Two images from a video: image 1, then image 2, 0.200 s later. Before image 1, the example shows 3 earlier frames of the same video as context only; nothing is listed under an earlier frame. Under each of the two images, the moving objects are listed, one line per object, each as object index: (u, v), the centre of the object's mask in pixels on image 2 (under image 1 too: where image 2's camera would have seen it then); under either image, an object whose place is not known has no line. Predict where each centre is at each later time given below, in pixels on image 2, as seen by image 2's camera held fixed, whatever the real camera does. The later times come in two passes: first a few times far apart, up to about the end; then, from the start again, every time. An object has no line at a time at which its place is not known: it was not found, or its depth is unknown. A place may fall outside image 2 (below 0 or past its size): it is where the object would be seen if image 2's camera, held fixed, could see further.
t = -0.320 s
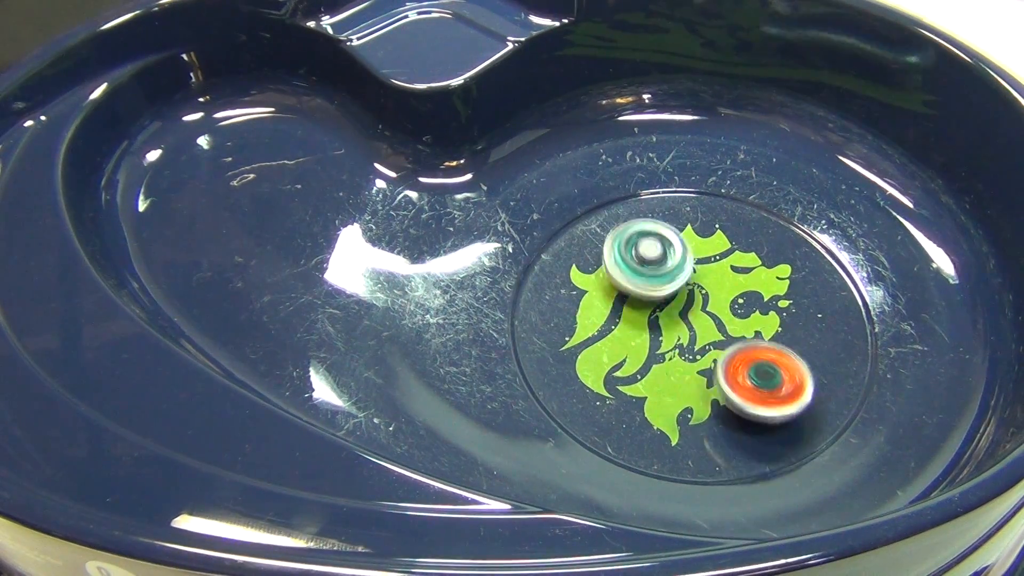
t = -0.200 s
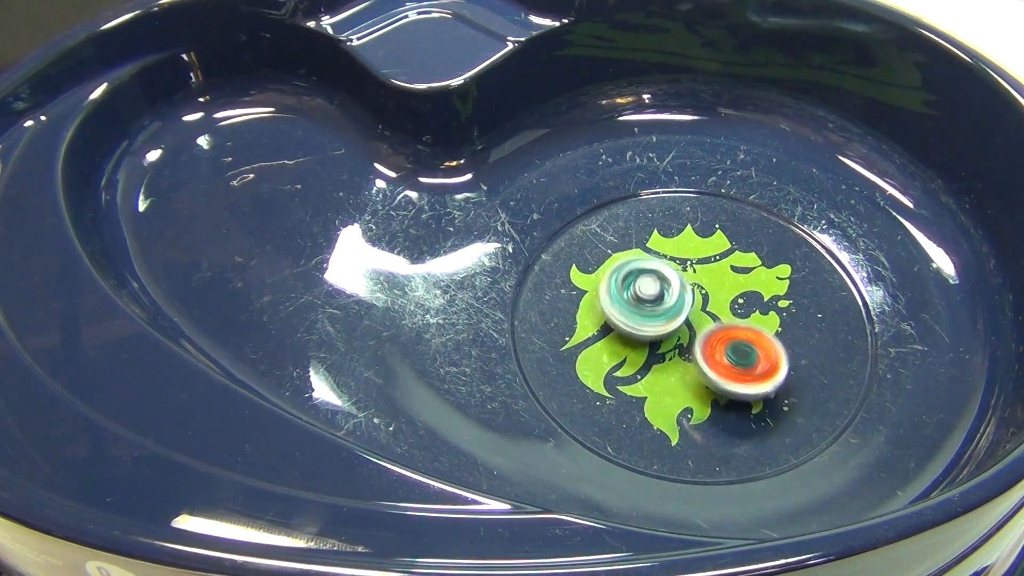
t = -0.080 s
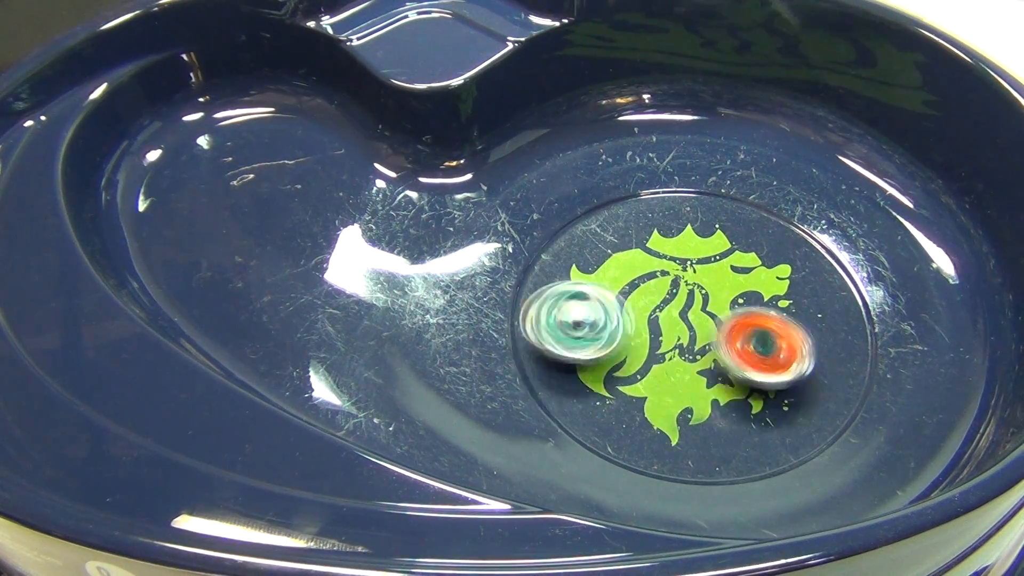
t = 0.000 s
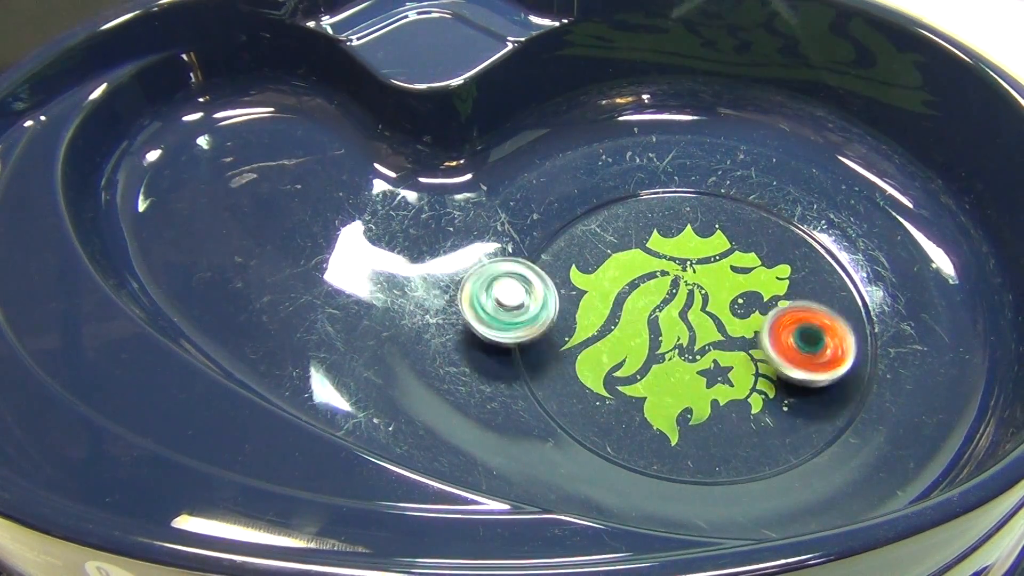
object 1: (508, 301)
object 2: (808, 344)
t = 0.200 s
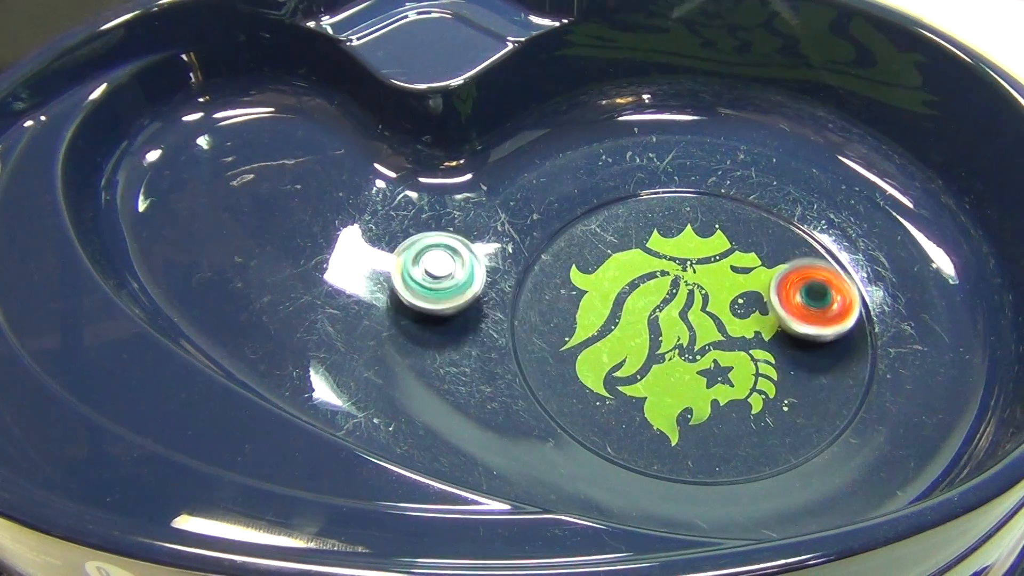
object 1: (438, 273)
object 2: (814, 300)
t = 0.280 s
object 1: (436, 259)
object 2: (810, 284)
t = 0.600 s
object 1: (555, 292)
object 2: (772, 240)
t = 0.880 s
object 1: (639, 400)
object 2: (722, 233)
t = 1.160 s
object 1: (611, 413)
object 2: (669, 250)
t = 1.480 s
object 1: (708, 342)
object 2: (618, 285)
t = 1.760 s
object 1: (824, 372)
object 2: (594, 319)
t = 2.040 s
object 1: (736, 373)
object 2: (598, 343)
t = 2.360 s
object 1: (705, 242)
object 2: (628, 351)
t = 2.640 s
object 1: (788, 259)
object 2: (669, 342)
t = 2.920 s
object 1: (792, 301)
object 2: (603, 365)
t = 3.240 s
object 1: (719, 301)
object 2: (606, 380)
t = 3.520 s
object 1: (671, 257)
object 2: (630, 363)
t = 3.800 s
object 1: (678, 258)
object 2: (661, 339)
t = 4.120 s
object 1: (690, 242)
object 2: (702, 381)
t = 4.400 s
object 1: (741, 196)
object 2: (765, 444)
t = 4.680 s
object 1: (710, 291)
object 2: (772, 430)
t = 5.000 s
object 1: (540, 284)
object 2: (736, 380)
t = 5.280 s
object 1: (594, 241)
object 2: (702, 320)
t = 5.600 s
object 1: (576, 260)
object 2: (811, 313)
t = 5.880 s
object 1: (568, 255)
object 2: (851, 292)
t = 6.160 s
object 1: (564, 319)
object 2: (834, 318)
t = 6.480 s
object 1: (565, 336)
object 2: (758, 358)
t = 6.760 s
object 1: (509, 295)
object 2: (859, 382)
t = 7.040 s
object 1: (515, 257)
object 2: (849, 325)
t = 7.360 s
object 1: (664, 321)
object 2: (803, 276)
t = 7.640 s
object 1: (691, 436)
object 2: (753, 245)
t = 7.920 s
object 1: (625, 398)
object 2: (707, 225)
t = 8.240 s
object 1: (727, 294)
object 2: (664, 221)
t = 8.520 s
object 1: (840, 320)
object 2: (635, 237)
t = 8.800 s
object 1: (718, 340)
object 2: (614, 265)
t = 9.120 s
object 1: (714, 296)
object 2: (529, 272)
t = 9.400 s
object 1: (709, 285)
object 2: (528, 287)
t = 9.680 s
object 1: (684, 292)
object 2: (569, 297)
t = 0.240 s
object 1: (433, 267)
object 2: (812, 292)
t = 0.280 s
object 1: (436, 259)
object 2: (810, 284)
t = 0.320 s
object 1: (445, 251)
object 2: (807, 277)
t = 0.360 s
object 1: (461, 249)
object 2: (804, 270)
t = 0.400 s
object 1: (480, 252)
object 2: (800, 263)
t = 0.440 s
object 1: (495, 258)
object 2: (795, 257)
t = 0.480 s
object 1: (511, 267)
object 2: (790, 252)
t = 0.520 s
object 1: (524, 274)
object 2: (784, 247)
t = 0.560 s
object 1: (539, 282)
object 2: (779, 243)
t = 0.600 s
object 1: (555, 292)
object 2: (772, 240)
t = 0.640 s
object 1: (573, 303)
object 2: (765, 237)
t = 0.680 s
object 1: (589, 317)
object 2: (759, 235)
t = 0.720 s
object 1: (606, 333)
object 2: (752, 233)
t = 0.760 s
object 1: (619, 350)
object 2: (744, 232)
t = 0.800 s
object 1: (629, 367)
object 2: (737, 232)
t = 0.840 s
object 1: (637, 384)
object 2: (730, 232)
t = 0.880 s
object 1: (639, 400)
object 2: (722, 233)
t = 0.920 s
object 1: (638, 415)
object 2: (714, 234)
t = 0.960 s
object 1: (632, 426)
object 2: (706, 236)
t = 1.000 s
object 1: (623, 434)
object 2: (699, 238)
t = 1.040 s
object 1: (616, 432)
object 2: (691, 241)
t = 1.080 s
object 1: (613, 427)
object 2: (684, 244)
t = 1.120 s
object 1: (611, 420)
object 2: (676, 247)
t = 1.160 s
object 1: (611, 413)
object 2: (669, 250)
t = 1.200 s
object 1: (613, 405)
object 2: (662, 254)
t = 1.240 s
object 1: (618, 394)
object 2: (655, 258)
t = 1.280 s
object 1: (626, 384)
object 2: (648, 262)
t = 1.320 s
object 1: (637, 373)
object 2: (641, 267)
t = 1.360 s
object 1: (650, 364)
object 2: (635, 272)
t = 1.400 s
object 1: (668, 355)
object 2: (629, 276)
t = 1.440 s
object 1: (687, 347)
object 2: (624, 281)
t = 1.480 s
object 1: (708, 342)
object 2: (618, 285)
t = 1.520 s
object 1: (729, 338)
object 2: (613, 290)
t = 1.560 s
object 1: (751, 337)
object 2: (609, 295)
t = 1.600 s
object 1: (772, 339)
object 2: (605, 300)
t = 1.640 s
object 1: (790, 344)
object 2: (601, 305)
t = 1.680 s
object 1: (806, 351)
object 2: (598, 310)
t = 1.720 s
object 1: (818, 361)
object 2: (596, 315)
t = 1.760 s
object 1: (824, 372)
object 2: (594, 319)
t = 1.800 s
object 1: (822, 381)
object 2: (593, 323)
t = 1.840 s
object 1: (815, 390)
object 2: (593, 328)
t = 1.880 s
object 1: (805, 394)
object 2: (593, 331)
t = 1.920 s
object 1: (790, 395)
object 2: (593, 334)
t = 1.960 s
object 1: (772, 390)
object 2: (594, 337)
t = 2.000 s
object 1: (754, 383)
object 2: (596, 340)
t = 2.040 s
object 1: (736, 373)
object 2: (598, 343)
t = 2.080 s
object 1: (719, 358)
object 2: (600, 345)
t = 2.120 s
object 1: (704, 340)
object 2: (604, 347)
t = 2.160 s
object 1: (696, 323)
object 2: (607, 348)
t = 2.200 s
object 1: (690, 304)
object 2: (610, 349)
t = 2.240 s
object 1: (689, 287)
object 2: (614, 350)
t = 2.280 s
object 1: (691, 270)
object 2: (617, 351)
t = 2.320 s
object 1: (696, 254)
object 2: (622, 351)
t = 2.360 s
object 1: (705, 242)
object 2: (628, 351)
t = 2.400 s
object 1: (717, 232)
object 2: (633, 351)
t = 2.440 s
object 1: (732, 226)
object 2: (639, 350)
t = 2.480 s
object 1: (747, 224)
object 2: (645, 349)
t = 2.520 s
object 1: (763, 225)
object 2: (651, 348)
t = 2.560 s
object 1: (776, 233)
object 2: (657, 346)
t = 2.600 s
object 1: (785, 244)
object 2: (663, 344)
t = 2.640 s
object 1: (788, 259)
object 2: (669, 342)
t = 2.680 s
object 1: (786, 275)
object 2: (675, 340)
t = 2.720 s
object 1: (777, 290)
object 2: (680, 337)
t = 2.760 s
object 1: (770, 301)
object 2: (677, 339)
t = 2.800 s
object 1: (786, 298)
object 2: (645, 349)
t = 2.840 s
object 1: (793, 297)
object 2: (622, 356)
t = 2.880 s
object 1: (794, 298)
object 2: (607, 361)
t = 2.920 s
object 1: (792, 301)
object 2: (603, 365)
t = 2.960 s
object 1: (789, 303)
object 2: (601, 368)
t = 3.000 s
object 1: (784, 305)
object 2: (600, 372)
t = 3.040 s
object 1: (778, 306)
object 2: (600, 375)
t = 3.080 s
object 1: (768, 307)
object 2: (601, 377)
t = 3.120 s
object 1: (758, 308)
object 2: (601, 378)
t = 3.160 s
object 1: (747, 307)
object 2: (602, 379)
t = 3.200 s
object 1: (733, 305)
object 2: (604, 380)
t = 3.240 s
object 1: (719, 301)
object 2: (606, 380)
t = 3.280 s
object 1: (707, 296)
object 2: (608, 379)
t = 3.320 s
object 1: (696, 290)
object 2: (611, 378)
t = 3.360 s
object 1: (687, 284)
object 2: (614, 376)
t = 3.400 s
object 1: (680, 276)
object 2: (617, 373)
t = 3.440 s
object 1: (676, 269)
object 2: (621, 370)
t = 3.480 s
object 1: (672, 262)
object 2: (626, 367)
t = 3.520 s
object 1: (671, 257)
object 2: (630, 363)
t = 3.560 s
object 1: (670, 254)
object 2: (635, 359)
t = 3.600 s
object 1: (671, 253)
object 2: (639, 354)
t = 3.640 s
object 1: (672, 253)
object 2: (644, 351)
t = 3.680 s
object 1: (674, 255)
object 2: (648, 346)
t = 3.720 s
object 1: (675, 257)
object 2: (653, 341)
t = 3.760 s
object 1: (676, 260)
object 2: (658, 336)
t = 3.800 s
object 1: (678, 258)
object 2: (661, 339)
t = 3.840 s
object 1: (681, 254)
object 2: (663, 345)
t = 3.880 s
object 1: (684, 253)
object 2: (667, 346)
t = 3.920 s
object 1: (686, 253)
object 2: (673, 346)
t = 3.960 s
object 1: (689, 255)
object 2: (679, 345)
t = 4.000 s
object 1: (690, 259)
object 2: (684, 344)
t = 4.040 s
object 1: (691, 262)
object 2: (690, 343)
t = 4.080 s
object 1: (692, 266)
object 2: (695, 344)
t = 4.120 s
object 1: (690, 242)
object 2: (702, 381)
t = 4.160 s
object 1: (690, 217)
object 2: (708, 412)
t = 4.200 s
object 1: (692, 197)
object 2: (716, 434)
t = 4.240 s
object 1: (699, 183)
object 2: (724, 446)
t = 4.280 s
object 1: (710, 179)
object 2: (734, 453)
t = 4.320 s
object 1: (720, 186)
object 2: (745, 455)
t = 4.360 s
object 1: (730, 190)
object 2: (758, 449)
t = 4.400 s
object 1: (741, 196)
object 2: (765, 444)
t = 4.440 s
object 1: (750, 204)
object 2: (770, 440)
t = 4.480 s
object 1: (755, 216)
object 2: (773, 439)
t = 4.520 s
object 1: (755, 230)
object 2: (775, 439)
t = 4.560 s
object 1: (751, 244)
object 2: (775, 438)
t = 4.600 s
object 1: (743, 260)
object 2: (775, 436)
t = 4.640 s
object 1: (729, 277)
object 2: (774, 434)
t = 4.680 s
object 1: (710, 291)
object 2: (772, 430)
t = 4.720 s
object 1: (690, 302)
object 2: (770, 427)
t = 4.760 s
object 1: (667, 310)
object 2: (766, 422)
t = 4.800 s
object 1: (643, 313)
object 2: (761, 416)
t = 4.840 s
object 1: (619, 314)
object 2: (757, 409)
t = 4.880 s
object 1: (596, 311)
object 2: (752, 402)
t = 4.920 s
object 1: (575, 304)
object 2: (748, 396)
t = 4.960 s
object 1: (555, 296)
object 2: (742, 388)
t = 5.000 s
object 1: (540, 284)
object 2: (736, 380)
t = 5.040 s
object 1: (531, 271)
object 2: (731, 373)
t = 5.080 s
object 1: (533, 258)
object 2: (726, 364)
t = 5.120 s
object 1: (544, 250)
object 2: (721, 356)
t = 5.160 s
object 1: (554, 243)
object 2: (716, 347)
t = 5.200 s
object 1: (566, 239)
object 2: (711, 338)
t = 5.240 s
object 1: (579, 238)
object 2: (707, 329)
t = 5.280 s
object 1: (594, 241)
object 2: (702, 320)
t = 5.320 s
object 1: (609, 247)
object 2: (698, 311)
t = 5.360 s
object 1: (622, 254)
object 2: (698, 305)
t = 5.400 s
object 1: (622, 253)
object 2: (712, 309)
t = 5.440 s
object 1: (626, 256)
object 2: (720, 310)
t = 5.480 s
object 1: (632, 262)
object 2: (723, 306)
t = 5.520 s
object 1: (636, 270)
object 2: (725, 302)
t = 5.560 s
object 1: (616, 270)
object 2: (759, 306)
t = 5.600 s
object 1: (576, 260)
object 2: (811, 313)
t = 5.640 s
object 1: (545, 250)
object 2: (850, 317)
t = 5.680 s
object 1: (533, 241)
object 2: (875, 316)
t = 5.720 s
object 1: (531, 242)
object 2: (872, 309)
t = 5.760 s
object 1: (534, 243)
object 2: (866, 305)
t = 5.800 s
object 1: (543, 246)
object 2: (865, 300)
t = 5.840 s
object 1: (556, 250)
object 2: (858, 295)
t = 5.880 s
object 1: (568, 255)
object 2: (851, 292)
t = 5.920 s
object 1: (577, 261)
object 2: (846, 291)
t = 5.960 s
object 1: (582, 268)
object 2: (843, 292)
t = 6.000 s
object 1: (584, 278)
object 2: (841, 296)
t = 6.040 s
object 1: (583, 288)
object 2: (841, 300)
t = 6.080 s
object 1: (578, 300)
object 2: (840, 306)
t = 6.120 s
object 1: (572, 310)
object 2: (838, 312)
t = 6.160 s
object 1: (564, 319)
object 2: (834, 318)
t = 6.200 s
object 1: (557, 326)
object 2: (829, 324)
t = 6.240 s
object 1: (552, 330)
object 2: (822, 330)
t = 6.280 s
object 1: (550, 332)
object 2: (814, 336)
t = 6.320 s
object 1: (549, 334)
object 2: (806, 341)
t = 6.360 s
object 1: (550, 334)
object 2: (796, 346)
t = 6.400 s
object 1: (553, 335)
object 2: (784, 351)
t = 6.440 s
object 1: (558, 335)
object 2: (771, 356)
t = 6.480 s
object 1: (565, 336)
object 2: (758, 358)
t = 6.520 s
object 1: (574, 337)
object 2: (745, 361)
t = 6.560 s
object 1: (583, 339)
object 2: (730, 362)
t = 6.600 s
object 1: (596, 342)
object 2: (716, 363)
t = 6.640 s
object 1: (602, 343)
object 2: (714, 364)
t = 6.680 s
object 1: (554, 325)
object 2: (779, 375)
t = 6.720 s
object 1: (519, 310)
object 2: (827, 381)
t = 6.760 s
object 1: (509, 295)
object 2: (859, 382)
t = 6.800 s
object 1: (503, 286)
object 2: (867, 373)
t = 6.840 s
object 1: (498, 279)
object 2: (863, 360)
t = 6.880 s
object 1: (495, 273)
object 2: (859, 352)
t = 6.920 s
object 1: (496, 270)
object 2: (858, 345)
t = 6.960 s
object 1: (499, 266)
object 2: (856, 339)
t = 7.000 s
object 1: (504, 261)
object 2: (853, 332)
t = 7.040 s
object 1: (515, 257)
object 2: (849, 325)
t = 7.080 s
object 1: (529, 255)
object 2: (845, 319)
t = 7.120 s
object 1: (548, 256)
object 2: (840, 312)
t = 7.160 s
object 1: (569, 260)
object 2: (834, 306)
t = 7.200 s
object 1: (590, 268)
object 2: (829, 300)
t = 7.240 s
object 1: (610, 278)
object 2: (823, 294)
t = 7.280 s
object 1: (631, 291)
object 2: (816, 288)
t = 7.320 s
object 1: (649, 306)
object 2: (810, 282)
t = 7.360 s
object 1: (664, 321)
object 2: (803, 276)
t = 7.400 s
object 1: (678, 339)
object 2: (796, 271)
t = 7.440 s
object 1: (688, 356)
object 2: (789, 266)
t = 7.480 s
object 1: (696, 374)
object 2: (781, 262)
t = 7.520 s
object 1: (700, 391)
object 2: (774, 257)
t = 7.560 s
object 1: (701, 408)
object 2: (767, 253)
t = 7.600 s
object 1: (698, 423)
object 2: (760, 249)
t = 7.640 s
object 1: (691, 436)
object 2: (753, 245)
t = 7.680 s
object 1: (678, 444)
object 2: (746, 241)
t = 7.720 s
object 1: (665, 447)
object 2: (739, 237)
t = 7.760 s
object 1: (653, 445)
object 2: (732, 234)
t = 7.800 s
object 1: (644, 438)
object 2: (726, 231)
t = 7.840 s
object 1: (635, 428)
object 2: (719, 229)
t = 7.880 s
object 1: (629, 415)
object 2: (713, 227)
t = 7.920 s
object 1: (625, 398)
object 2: (707, 225)
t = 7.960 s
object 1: (628, 381)
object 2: (701, 223)
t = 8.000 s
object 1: (635, 363)
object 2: (696, 222)
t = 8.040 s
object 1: (645, 348)
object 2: (690, 221)
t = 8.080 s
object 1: (658, 333)
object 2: (684, 220)
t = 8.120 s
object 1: (673, 320)
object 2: (678, 220)
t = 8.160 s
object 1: (691, 309)
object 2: (673, 220)
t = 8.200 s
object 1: (709, 300)
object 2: (669, 220)
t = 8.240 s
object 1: (727, 294)
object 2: (664, 221)
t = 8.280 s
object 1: (747, 288)
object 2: (659, 222)
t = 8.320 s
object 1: (768, 286)
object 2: (655, 224)
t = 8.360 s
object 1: (787, 286)
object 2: (651, 226)
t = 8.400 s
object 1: (805, 289)
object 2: (647, 228)
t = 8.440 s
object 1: (822, 296)
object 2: (643, 231)
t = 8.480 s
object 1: (834, 307)
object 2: (639, 234)
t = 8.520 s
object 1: (840, 320)
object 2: (635, 237)
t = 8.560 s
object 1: (836, 334)
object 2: (632, 240)
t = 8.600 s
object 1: (826, 345)
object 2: (629, 244)
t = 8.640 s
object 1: (809, 353)
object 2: (626, 248)
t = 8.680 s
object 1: (787, 356)
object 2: (623, 252)
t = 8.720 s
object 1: (763, 354)
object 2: (620, 256)
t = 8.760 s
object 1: (741, 348)
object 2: (617, 261)
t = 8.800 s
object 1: (718, 340)
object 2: (614, 265)
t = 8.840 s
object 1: (698, 329)
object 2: (612, 270)
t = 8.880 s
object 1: (691, 320)
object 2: (600, 269)
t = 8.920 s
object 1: (702, 320)
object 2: (571, 261)
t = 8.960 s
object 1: (709, 317)
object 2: (553, 258)
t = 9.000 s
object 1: (711, 312)
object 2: (542, 259)
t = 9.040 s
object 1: (712, 305)
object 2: (533, 260)
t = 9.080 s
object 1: (713, 300)
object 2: (527, 262)
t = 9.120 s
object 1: (714, 296)
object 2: (529, 272)
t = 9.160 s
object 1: (715, 292)
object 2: (529, 278)
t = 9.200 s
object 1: (715, 289)
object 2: (527, 283)
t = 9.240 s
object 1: (715, 288)
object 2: (525, 285)
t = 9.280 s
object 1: (714, 286)
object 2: (525, 287)
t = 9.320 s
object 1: (713, 285)
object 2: (525, 287)
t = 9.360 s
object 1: (710, 285)
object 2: (526, 287)
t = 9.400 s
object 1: (709, 285)
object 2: (528, 287)
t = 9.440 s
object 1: (706, 285)
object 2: (531, 288)
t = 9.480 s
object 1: (704, 285)
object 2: (536, 289)
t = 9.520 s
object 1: (701, 286)
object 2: (541, 290)
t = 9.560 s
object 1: (698, 287)
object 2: (547, 291)
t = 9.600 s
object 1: (694, 289)
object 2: (554, 292)
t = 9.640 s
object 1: (689, 291)
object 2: (561, 294)
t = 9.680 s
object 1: (684, 292)
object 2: (569, 297)
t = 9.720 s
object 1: (680, 294)
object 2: (577, 301)
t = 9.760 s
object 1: (677, 295)
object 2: (584, 304)
